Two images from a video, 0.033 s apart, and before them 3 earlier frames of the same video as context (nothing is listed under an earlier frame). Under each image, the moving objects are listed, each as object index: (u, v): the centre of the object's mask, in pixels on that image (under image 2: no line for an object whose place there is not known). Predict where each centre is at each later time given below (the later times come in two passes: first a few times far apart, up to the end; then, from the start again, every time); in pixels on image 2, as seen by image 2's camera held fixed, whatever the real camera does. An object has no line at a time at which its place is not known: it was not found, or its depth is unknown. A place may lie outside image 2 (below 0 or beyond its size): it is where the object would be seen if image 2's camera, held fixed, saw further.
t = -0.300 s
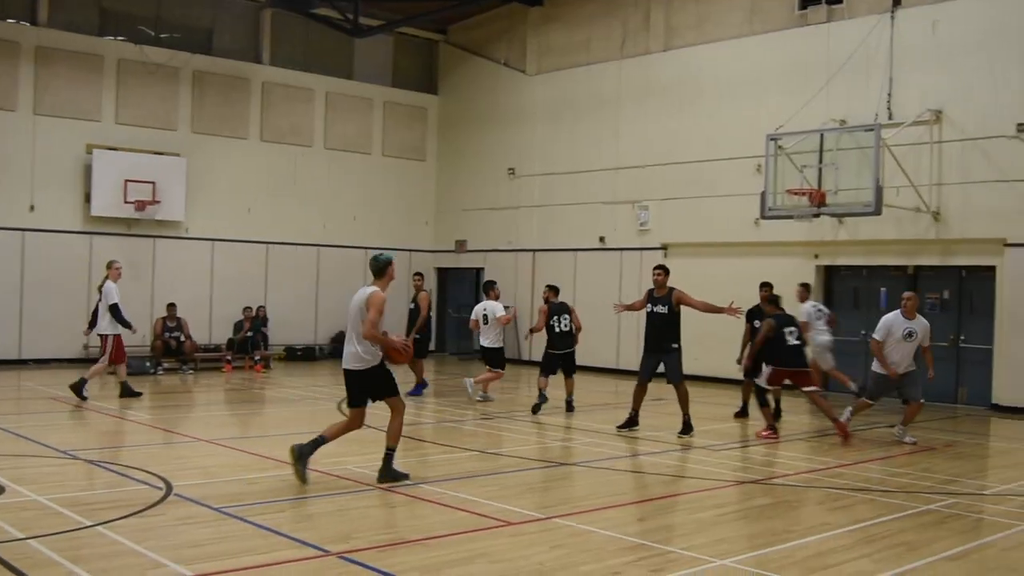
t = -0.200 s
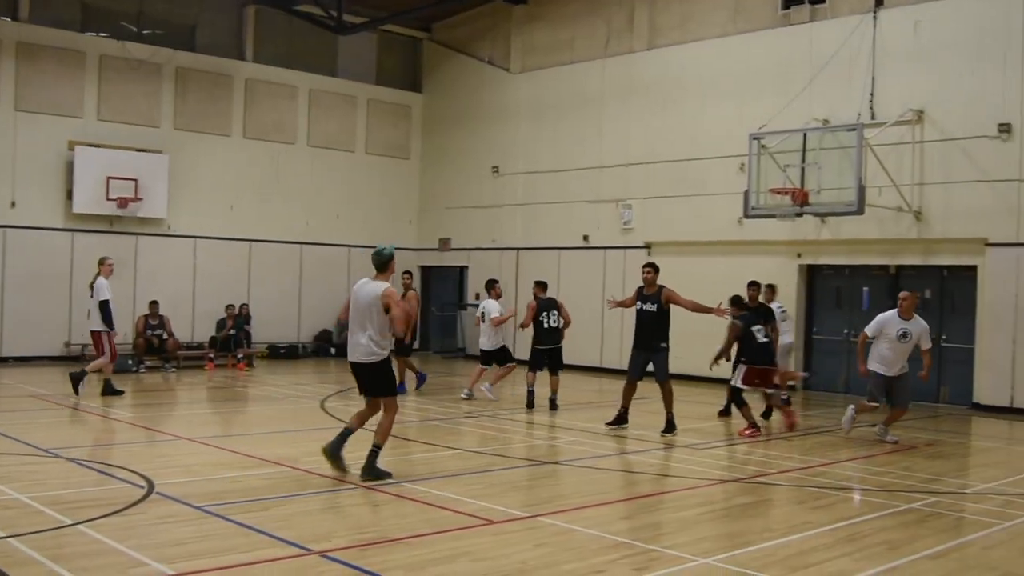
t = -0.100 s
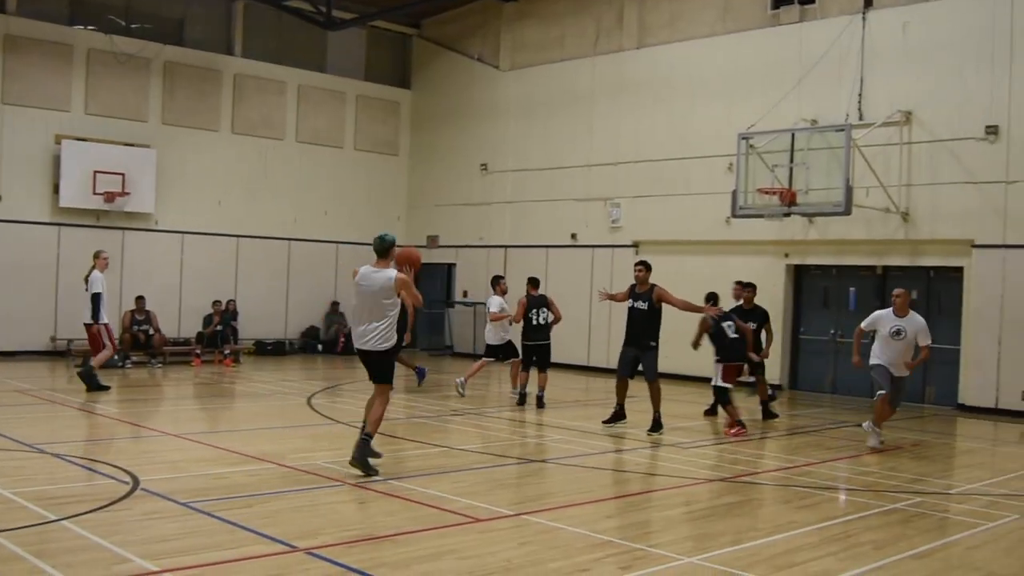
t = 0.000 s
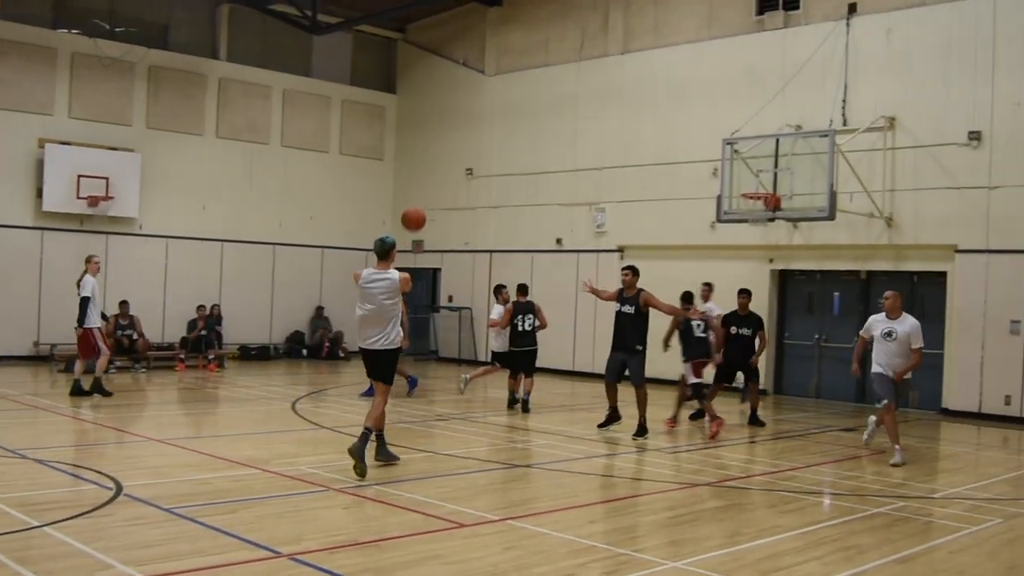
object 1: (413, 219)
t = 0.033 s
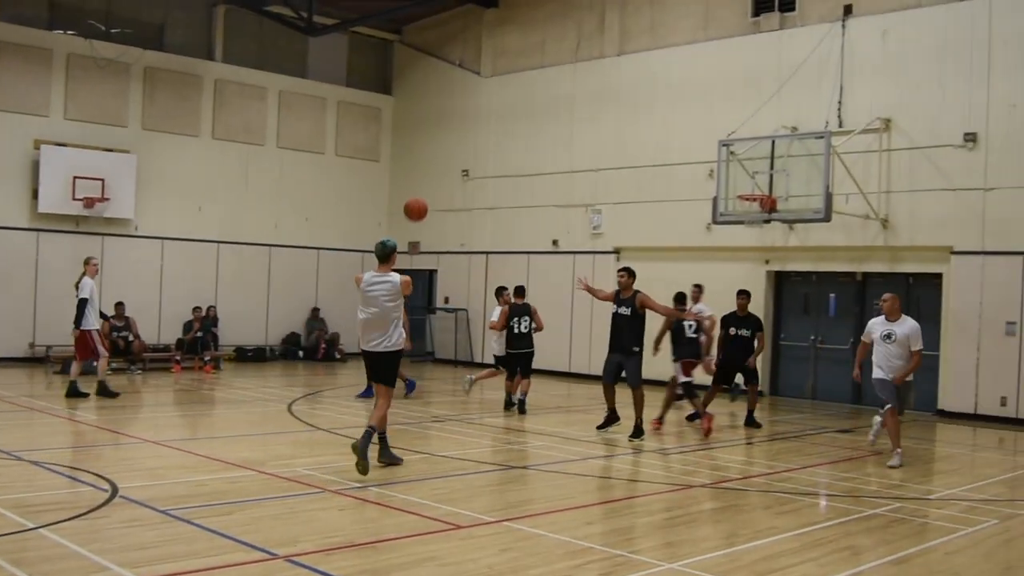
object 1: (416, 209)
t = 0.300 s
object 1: (455, 169)
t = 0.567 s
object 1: (480, 186)
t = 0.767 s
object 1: (493, 222)
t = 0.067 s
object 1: (421, 200)
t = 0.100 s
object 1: (427, 192)
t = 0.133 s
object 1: (432, 186)
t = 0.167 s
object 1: (437, 180)
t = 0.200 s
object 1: (442, 176)
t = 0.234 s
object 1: (446, 172)
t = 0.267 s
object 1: (451, 170)
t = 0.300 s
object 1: (455, 169)
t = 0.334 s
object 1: (458, 169)
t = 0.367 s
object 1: (462, 169)
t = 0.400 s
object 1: (465, 171)
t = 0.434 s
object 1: (468, 173)
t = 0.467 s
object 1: (471, 175)
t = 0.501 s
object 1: (474, 179)
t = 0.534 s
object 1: (477, 182)
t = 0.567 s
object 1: (480, 186)
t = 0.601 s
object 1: (481, 192)
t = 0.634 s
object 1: (484, 196)
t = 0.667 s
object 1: (487, 202)
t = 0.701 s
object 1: (489, 208)
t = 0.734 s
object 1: (491, 215)
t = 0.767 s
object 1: (493, 222)
